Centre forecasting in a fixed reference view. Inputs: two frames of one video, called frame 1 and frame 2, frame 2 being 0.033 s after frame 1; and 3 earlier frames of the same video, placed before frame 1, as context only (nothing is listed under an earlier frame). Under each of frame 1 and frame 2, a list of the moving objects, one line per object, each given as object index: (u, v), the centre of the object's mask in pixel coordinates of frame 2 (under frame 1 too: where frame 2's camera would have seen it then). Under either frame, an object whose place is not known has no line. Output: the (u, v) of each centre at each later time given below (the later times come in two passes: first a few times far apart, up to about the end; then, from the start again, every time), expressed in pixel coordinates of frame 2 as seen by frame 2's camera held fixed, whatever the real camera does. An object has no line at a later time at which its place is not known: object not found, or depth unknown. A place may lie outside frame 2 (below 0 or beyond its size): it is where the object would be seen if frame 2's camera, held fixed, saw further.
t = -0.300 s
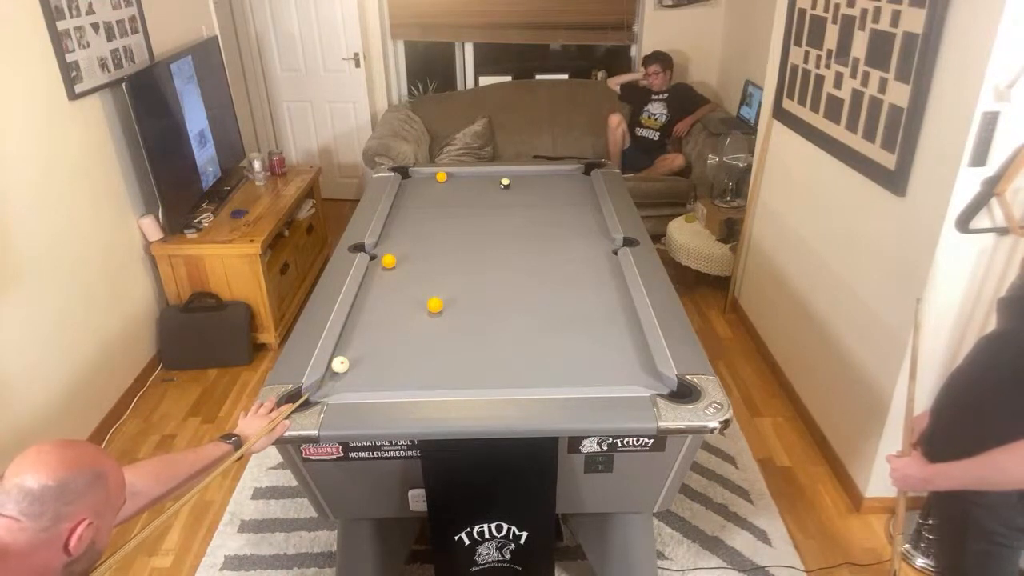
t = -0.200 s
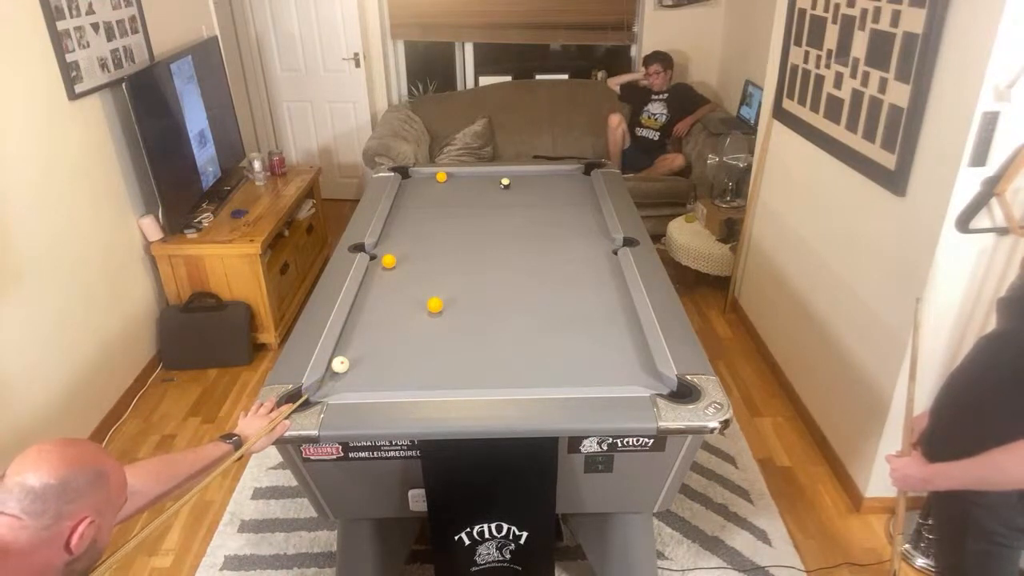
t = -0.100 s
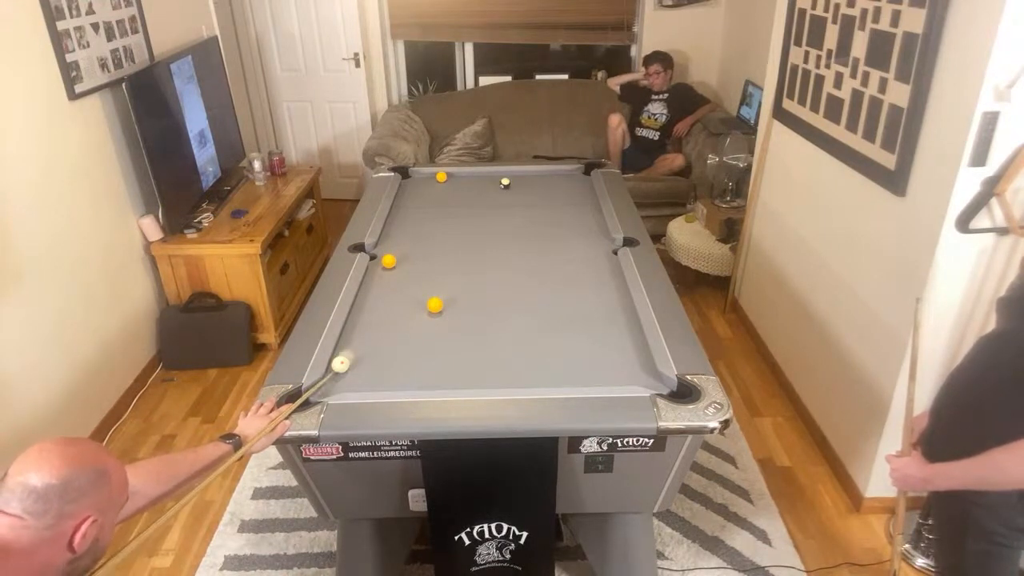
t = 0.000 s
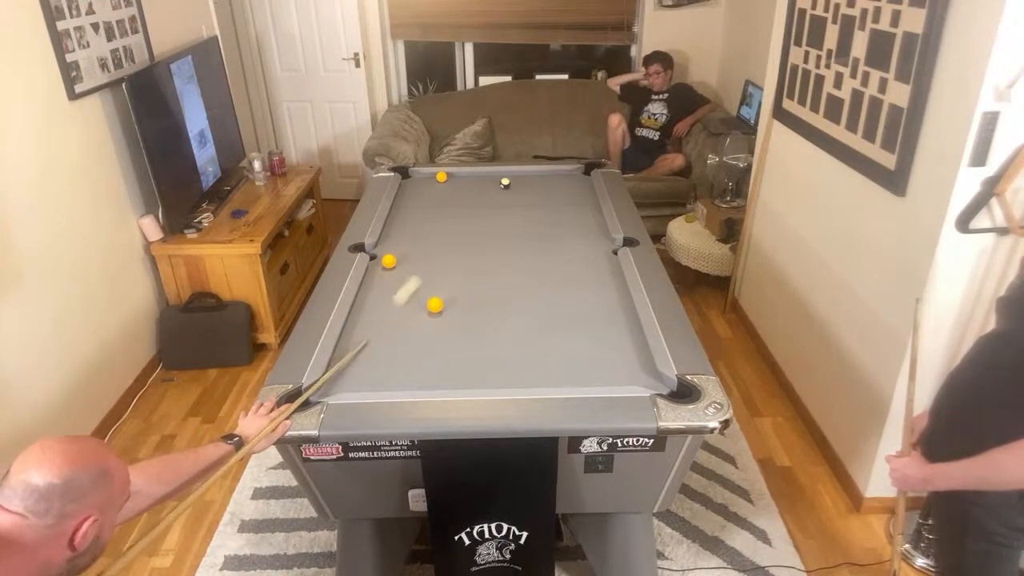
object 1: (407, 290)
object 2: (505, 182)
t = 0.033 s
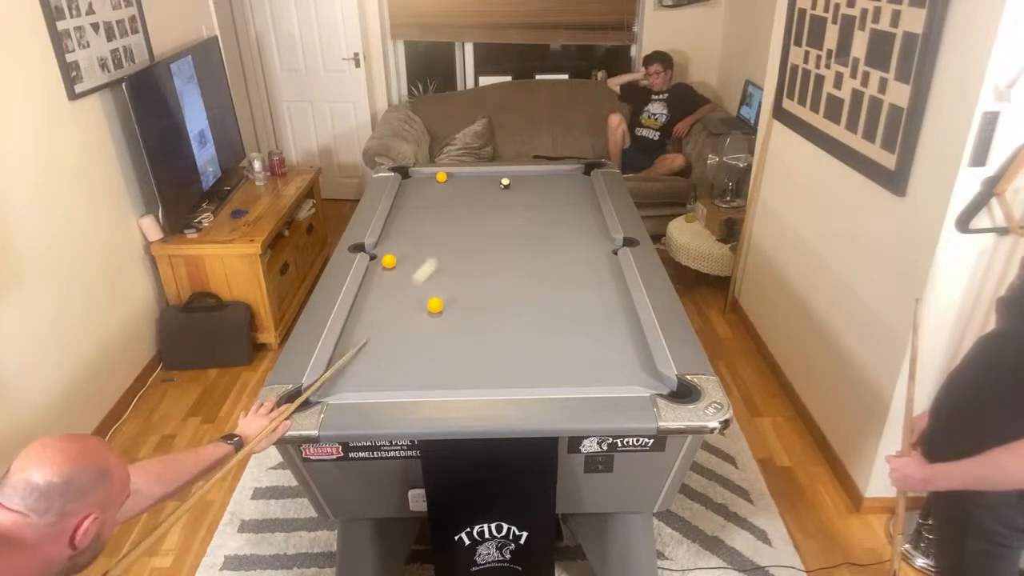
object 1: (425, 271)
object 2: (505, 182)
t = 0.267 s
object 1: (501, 187)
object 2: (512, 174)
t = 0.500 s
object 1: (497, 190)
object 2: (544, 210)
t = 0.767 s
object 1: (492, 194)
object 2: (586, 269)
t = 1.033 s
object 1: (489, 197)
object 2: (643, 356)
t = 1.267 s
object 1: (486, 200)
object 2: (604, 375)
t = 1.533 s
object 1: (483, 202)
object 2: (525, 381)
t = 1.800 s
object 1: (480, 204)
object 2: (452, 383)
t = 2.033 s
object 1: (479, 206)
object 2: (390, 384)
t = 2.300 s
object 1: (478, 206)
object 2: (325, 387)
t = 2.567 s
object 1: (477, 207)
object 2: (323, 388)
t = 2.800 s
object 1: (477, 207)
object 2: (332, 384)
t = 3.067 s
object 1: (477, 207)
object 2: (344, 382)
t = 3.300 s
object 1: (477, 207)
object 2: (351, 380)
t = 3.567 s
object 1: (477, 207)
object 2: (357, 379)
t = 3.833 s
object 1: (477, 207)
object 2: (359, 378)
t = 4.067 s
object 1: (477, 207)
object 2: (360, 377)
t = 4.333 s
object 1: (477, 207)
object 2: (360, 377)
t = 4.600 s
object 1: (477, 207)
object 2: (360, 377)
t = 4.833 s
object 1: (477, 207)
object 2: (360, 377)
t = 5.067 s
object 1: (477, 207)
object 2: (360, 377)
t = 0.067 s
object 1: (441, 253)
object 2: (505, 182)
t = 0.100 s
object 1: (456, 237)
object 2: (505, 182)
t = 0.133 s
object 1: (469, 223)
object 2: (505, 182)
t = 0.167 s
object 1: (480, 210)
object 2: (505, 182)
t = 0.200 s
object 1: (491, 198)
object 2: (505, 182)
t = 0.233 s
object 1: (499, 189)
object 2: (507, 180)
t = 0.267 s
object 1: (501, 187)
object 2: (512, 174)
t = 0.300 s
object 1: (500, 188)
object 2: (518, 173)
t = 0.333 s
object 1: (500, 188)
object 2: (522, 180)
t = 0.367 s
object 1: (499, 189)
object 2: (525, 186)
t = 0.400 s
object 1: (499, 189)
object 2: (531, 190)
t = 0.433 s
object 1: (498, 190)
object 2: (534, 198)
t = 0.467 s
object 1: (497, 190)
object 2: (539, 204)
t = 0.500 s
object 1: (497, 190)
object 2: (544, 210)
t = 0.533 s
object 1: (496, 191)
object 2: (548, 217)
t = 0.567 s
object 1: (496, 191)
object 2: (553, 223)
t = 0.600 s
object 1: (495, 192)
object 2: (558, 231)
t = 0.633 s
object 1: (494, 192)
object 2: (563, 237)
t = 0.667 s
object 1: (494, 193)
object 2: (568, 246)
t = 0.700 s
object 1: (493, 193)
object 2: (575, 252)
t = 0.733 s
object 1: (493, 194)
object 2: (578, 261)
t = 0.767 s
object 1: (492, 194)
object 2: (586, 269)
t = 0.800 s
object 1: (492, 194)
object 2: (590, 279)
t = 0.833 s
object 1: (492, 195)
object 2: (599, 288)
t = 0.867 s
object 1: (491, 195)
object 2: (603, 299)
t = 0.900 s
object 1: (491, 196)
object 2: (614, 307)
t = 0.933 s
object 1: (490, 196)
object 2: (619, 320)
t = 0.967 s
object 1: (490, 197)
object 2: (630, 331)
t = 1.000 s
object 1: (489, 197)
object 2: (636, 344)
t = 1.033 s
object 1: (489, 197)
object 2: (643, 356)
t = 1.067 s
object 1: (488, 197)
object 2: (642, 370)
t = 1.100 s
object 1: (488, 198)
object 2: (646, 379)
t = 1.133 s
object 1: (487, 198)
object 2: (652, 379)
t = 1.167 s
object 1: (487, 199)
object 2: (645, 375)
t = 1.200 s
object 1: (487, 199)
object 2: (632, 374)
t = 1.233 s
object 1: (486, 199)
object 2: (618, 373)
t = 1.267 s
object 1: (486, 200)
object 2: (604, 375)
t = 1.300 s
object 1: (485, 200)
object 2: (592, 375)
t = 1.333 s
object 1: (485, 200)
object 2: (584, 375)
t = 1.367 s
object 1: (485, 200)
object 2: (572, 377)
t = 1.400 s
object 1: (484, 201)
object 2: (565, 378)
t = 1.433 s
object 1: (484, 201)
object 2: (554, 378)
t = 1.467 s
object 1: (483, 201)
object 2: (544, 379)
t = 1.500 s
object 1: (483, 202)
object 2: (537, 380)
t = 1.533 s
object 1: (483, 202)
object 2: (525, 381)
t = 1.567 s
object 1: (482, 202)
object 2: (517, 381)
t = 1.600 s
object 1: (482, 203)
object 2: (509, 381)
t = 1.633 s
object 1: (482, 203)
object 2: (498, 382)
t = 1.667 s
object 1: (482, 203)
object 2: (489, 382)
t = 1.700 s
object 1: (481, 203)
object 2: (479, 383)
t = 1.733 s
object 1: (481, 203)
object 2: (470, 384)
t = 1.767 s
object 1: (481, 204)
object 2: (462, 384)
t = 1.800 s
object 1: (480, 204)
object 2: (452, 383)
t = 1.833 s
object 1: (480, 204)
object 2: (444, 384)
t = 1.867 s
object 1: (480, 204)
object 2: (436, 385)
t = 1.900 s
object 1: (480, 205)
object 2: (426, 384)
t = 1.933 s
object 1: (479, 205)
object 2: (416, 384)
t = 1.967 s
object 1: (479, 205)
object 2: (409, 384)
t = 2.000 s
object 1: (479, 205)
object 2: (400, 384)
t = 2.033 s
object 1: (479, 206)
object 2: (390, 384)
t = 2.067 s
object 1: (479, 206)
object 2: (383, 385)
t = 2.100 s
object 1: (479, 206)
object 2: (375, 385)
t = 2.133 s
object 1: (479, 206)
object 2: (364, 385)
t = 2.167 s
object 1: (478, 206)
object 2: (358, 385)
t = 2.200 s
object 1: (478, 206)
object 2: (350, 385)
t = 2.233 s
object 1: (478, 206)
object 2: (340, 384)
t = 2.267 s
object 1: (478, 206)
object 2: (333, 385)
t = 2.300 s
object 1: (478, 206)
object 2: (325, 387)
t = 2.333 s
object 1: (478, 207)
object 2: (326, 388)
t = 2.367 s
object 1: (478, 207)
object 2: (327, 390)
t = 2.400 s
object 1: (477, 207)
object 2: (328, 392)
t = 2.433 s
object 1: (477, 207)
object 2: (327, 391)
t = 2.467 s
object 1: (477, 207)
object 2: (326, 391)
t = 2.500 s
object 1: (477, 207)
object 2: (325, 390)
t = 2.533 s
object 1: (477, 207)
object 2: (325, 388)
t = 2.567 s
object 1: (477, 207)
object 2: (323, 388)
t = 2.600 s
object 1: (477, 207)
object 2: (323, 387)
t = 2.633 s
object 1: (477, 207)
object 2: (324, 387)
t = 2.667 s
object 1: (477, 207)
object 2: (325, 386)
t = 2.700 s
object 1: (477, 207)
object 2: (327, 386)
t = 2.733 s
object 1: (477, 207)
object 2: (328, 385)
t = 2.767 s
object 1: (477, 207)
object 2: (330, 384)
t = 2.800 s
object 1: (477, 207)
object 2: (332, 384)
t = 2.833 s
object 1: (477, 207)
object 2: (335, 383)
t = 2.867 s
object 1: (477, 207)
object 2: (336, 382)
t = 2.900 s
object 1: (477, 207)
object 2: (337, 382)
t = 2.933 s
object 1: (477, 207)
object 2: (339, 382)
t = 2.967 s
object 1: (477, 207)
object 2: (341, 382)
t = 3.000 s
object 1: (477, 207)
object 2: (342, 382)
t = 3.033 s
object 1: (477, 207)
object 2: (343, 382)
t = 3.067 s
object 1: (477, 207)
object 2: (344, 382)
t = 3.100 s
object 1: (477, 207)
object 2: (345, 381)
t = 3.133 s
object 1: (477, 207)
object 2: (346, 381)
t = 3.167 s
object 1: (477, 207)
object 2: (347, 381)
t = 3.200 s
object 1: (477, 207)
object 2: (348, 381)
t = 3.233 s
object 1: (477, 207)
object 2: (349, 381)
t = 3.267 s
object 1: (477, 207)
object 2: (351, 381)
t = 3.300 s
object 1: (477, 207)
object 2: (351, 380)
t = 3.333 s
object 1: (477, 207)
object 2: (352, 380)
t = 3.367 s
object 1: (477, 207)
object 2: (352, 380)
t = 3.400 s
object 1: (477, 207)
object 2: (353, 380)
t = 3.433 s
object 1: (477, 207)
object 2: (354, 380)
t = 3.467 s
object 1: (477, 207)
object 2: (355, 379)
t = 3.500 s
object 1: (477, 207)
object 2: (355, 379)
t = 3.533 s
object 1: (477, 207)
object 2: (356, 379)
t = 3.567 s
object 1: (477, 207)
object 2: (357, 379)
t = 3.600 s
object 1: (477, 207)
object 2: (357, 379)
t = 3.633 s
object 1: (477, 207)
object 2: (357, 379)
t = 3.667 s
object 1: (477, 207)
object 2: (358, 378)
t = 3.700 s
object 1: (477, 207)
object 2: (358, 378)
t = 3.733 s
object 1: (477, 207)
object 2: (358, 378)
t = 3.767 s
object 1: (477, 207)
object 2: (359, 378)
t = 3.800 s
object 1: (477, 207)
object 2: (359, 378)
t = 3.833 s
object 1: (477, 207)
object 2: (359, 378)
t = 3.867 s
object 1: (477, 207)
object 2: (359, 378)
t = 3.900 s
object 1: (477, 207)
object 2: (360, 377)
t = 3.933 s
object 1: (477, 207)
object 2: (360, 377)
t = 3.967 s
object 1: (477, 207)
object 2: (360, 377)
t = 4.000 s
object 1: (477, 207)
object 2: (360, 377)
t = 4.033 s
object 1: (477, 207)
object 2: (360, 377)
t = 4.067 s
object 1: (477, 207)
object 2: (360, 377)
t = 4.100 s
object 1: (477, 207)
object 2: (360, 377)
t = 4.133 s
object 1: (477, 207)
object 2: (360, 377)
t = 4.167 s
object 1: (477, 207)
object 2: (360, 377)
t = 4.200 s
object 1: (477, 208)
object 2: (360, 377)
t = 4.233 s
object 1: (477, 207)
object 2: (360, 377)
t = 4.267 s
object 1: (477, 207)
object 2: (360, 377)
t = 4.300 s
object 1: (477, 207)
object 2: (360, 377)
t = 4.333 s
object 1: (477, 207)
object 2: (360, 377)
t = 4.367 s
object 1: (477, 207)
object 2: (360, 377)
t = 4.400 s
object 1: (477, 207)
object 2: (360, 377)
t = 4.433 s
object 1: (477, 207)
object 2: (360, 377)
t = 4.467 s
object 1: (477, 208)
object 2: (360, 377)
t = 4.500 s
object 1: (477, 207)
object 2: (360, 377)
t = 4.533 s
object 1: (477, 207)
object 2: (360, 377)
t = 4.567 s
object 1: (477, 208)
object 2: (360, 377)
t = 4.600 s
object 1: (477, 207)
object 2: (360, 377)
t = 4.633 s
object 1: (477, 207)
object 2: (360, 377)
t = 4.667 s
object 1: (477, 207)
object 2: (360, 377)
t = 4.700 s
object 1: (477, 208)
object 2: (360, 377)
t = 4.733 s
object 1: (477, 207)
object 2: (360, 377)
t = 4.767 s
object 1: (477, 207)
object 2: (360, 377)
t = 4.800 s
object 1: (477, 207)
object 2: (360, 377)
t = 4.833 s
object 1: (477, 207)
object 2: (360, 377)
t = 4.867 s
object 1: (477, 207)
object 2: (360, 377)
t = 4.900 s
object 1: (477, 207)
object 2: (360, 377)
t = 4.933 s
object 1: (477, 207)
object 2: (360, 377)
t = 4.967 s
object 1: (477, 207)
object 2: (360, 377)
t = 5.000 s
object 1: (477, 207)
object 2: (360, 377)
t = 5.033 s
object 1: (477, 207)
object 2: (360, 377)
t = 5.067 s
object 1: (477, 207)
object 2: (360, 377)
